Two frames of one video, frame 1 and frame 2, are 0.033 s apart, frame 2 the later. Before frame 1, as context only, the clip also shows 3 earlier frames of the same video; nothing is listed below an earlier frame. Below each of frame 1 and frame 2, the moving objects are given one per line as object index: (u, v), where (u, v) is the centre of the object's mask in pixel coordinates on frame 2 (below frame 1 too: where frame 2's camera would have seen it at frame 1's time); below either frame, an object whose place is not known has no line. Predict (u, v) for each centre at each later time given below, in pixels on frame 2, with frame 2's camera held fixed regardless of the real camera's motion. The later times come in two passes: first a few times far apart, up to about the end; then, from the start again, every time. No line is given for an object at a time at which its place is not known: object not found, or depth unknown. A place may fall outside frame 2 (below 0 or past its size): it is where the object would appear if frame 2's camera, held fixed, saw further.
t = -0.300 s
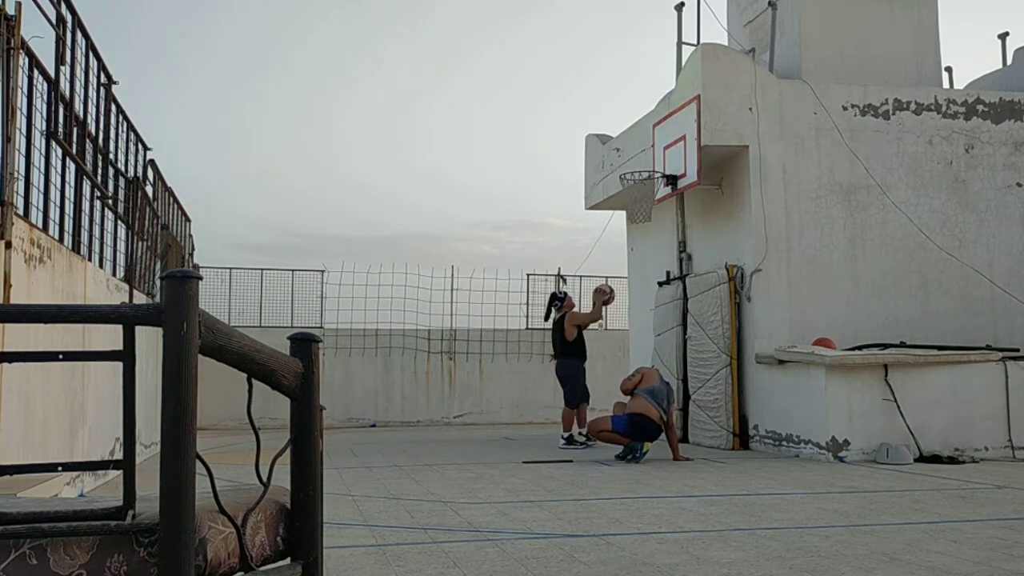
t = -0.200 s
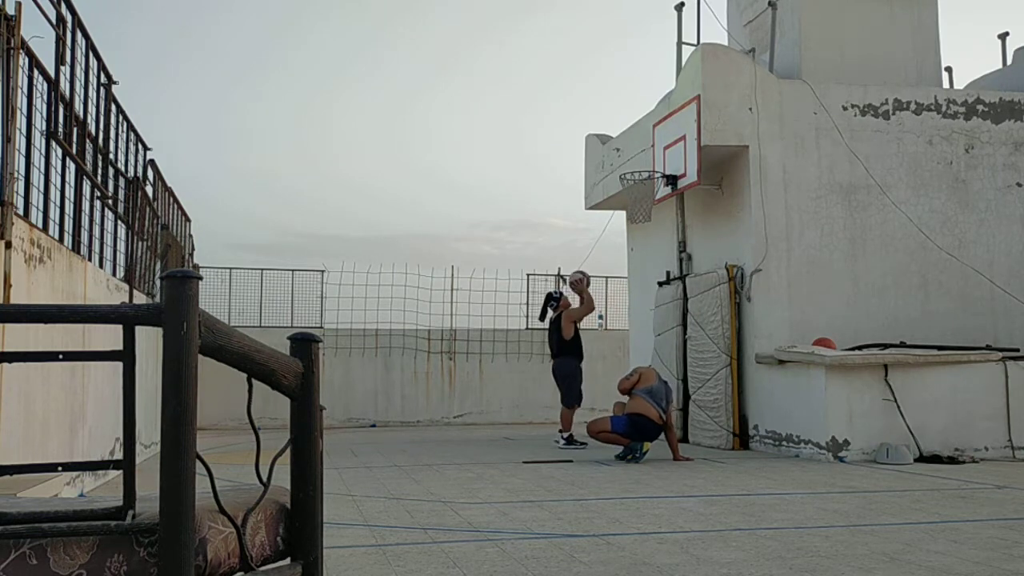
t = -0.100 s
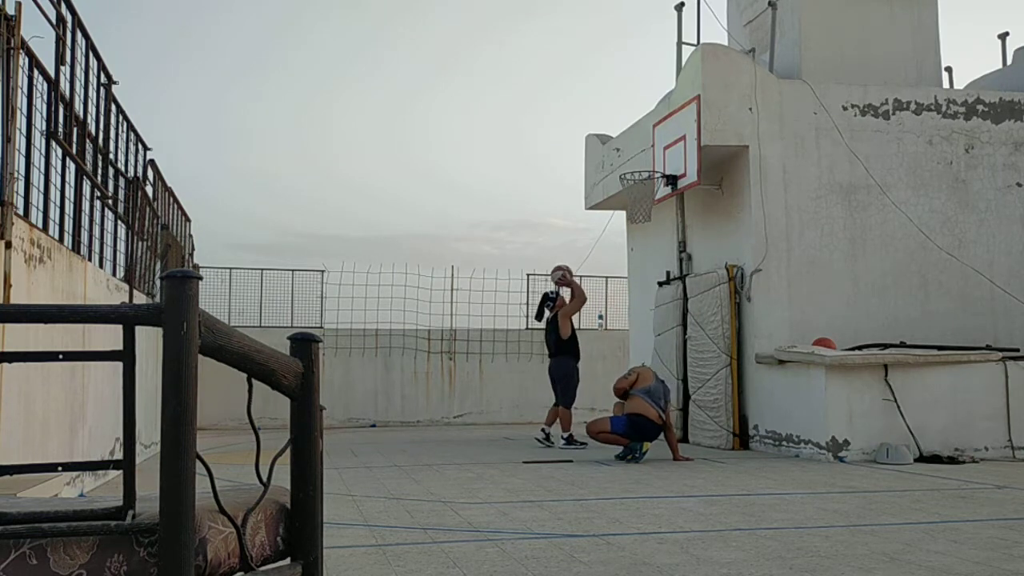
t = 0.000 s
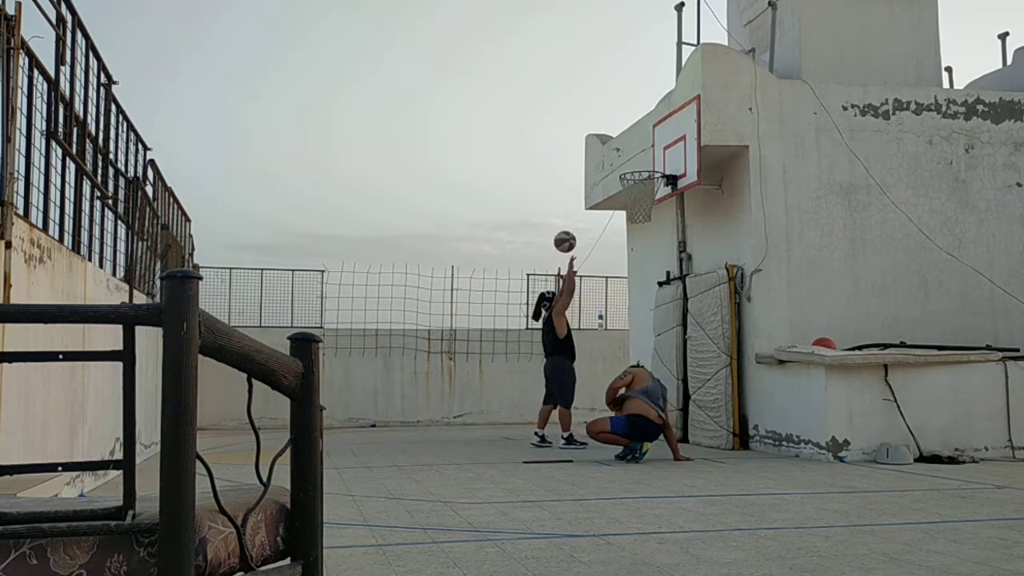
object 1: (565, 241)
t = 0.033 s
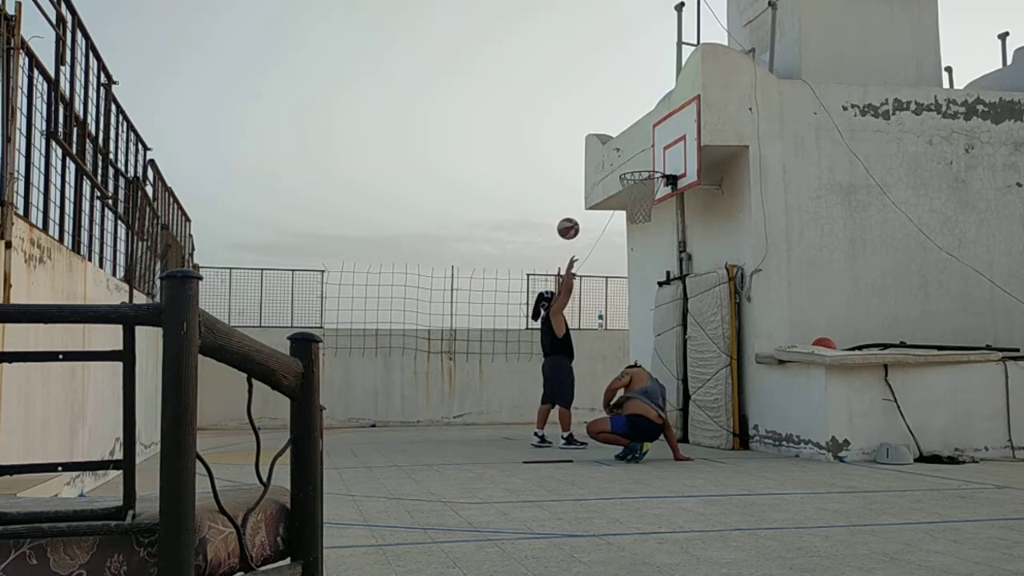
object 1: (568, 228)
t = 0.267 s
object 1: (591, 165)
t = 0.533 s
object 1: (619, 150)
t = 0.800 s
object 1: (647, 198)
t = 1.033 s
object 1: (649, 245)
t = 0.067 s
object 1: (571, 216)
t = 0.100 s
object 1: (574, 205)
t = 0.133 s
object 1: (578, 195)
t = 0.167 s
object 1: (581, 186)
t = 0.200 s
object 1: (584, 178)
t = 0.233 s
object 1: (588, 171)
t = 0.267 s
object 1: (591, 165)
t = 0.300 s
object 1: (594, 159)
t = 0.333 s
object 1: (598, 155)
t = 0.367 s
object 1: (601, 152)
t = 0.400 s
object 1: (604, 150)
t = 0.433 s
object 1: (608, 149)
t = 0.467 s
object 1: (612, 148)
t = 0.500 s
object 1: (615, 149)
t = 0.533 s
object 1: (619, 150)
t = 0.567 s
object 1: (622, 152)
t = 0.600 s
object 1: (625, 156)
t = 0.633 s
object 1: (629, 160)
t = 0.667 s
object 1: (632, 166)
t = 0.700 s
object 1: (635, 172)
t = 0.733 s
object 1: (639, 180)
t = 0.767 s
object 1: (643, 189)
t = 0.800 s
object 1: (647, 198)
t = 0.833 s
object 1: (649, 205)
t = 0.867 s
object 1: (649, 209)
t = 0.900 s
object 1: (649, 215)
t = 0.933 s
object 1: (649, 221)
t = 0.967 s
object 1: (649, 227)
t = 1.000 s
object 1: (649, 236)
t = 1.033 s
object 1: (649, 245)
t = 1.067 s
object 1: (649, 255)
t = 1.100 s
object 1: (649, 266)
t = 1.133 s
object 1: (649, 278)
